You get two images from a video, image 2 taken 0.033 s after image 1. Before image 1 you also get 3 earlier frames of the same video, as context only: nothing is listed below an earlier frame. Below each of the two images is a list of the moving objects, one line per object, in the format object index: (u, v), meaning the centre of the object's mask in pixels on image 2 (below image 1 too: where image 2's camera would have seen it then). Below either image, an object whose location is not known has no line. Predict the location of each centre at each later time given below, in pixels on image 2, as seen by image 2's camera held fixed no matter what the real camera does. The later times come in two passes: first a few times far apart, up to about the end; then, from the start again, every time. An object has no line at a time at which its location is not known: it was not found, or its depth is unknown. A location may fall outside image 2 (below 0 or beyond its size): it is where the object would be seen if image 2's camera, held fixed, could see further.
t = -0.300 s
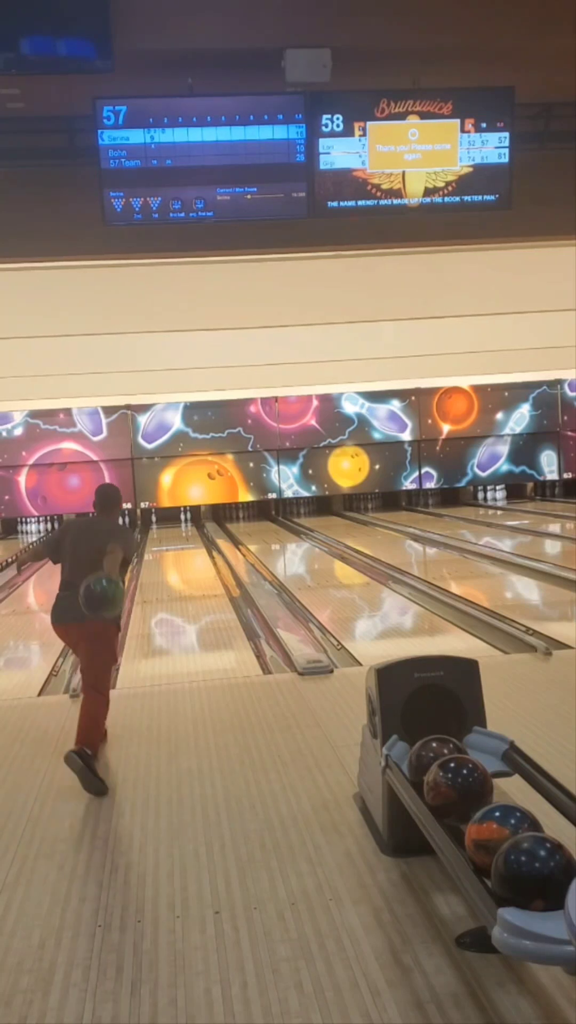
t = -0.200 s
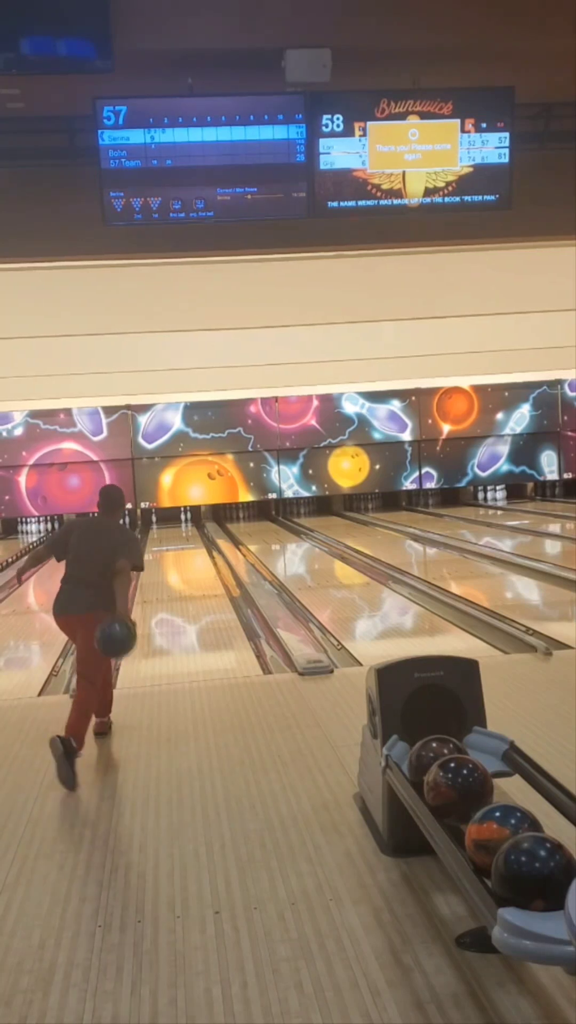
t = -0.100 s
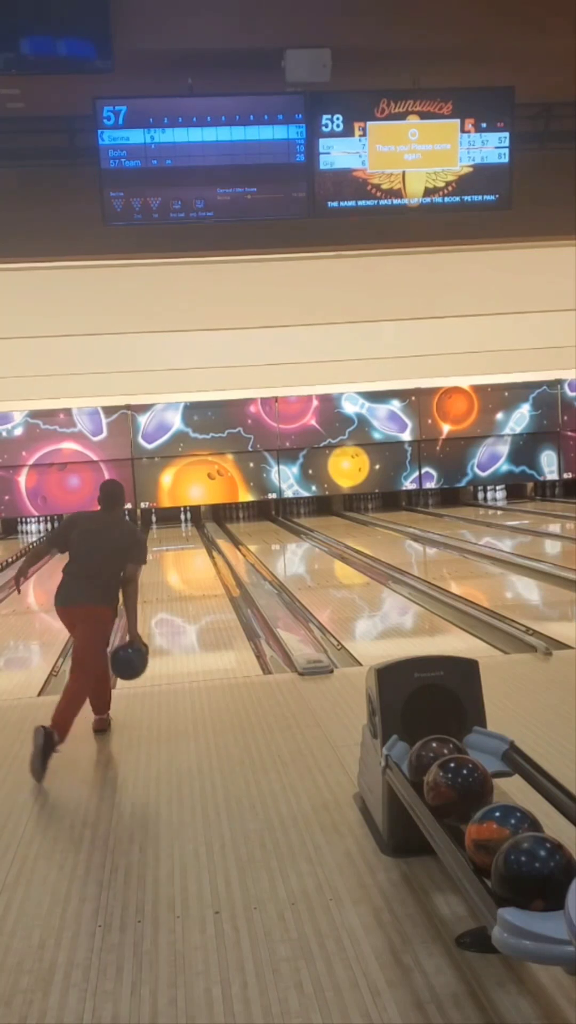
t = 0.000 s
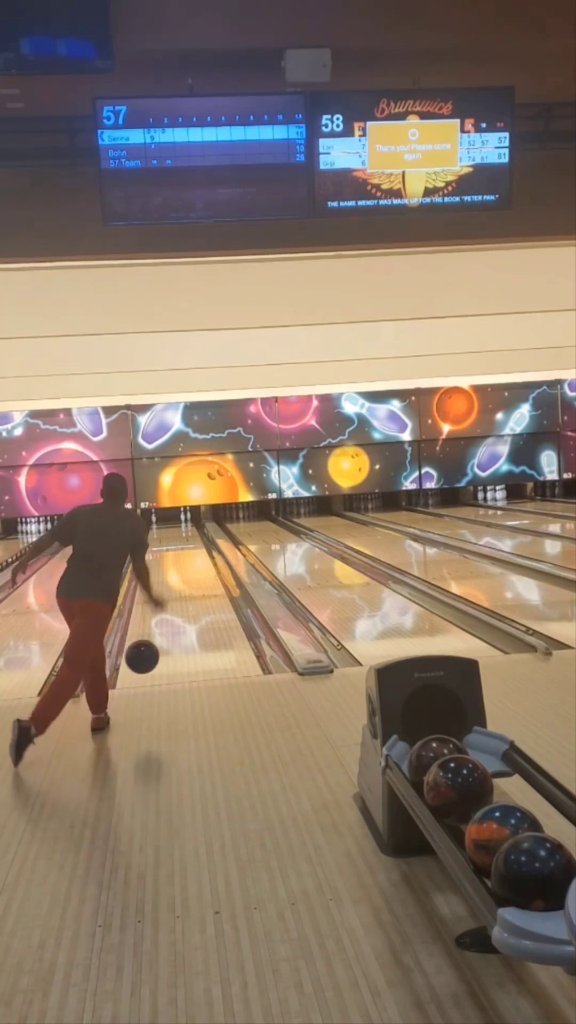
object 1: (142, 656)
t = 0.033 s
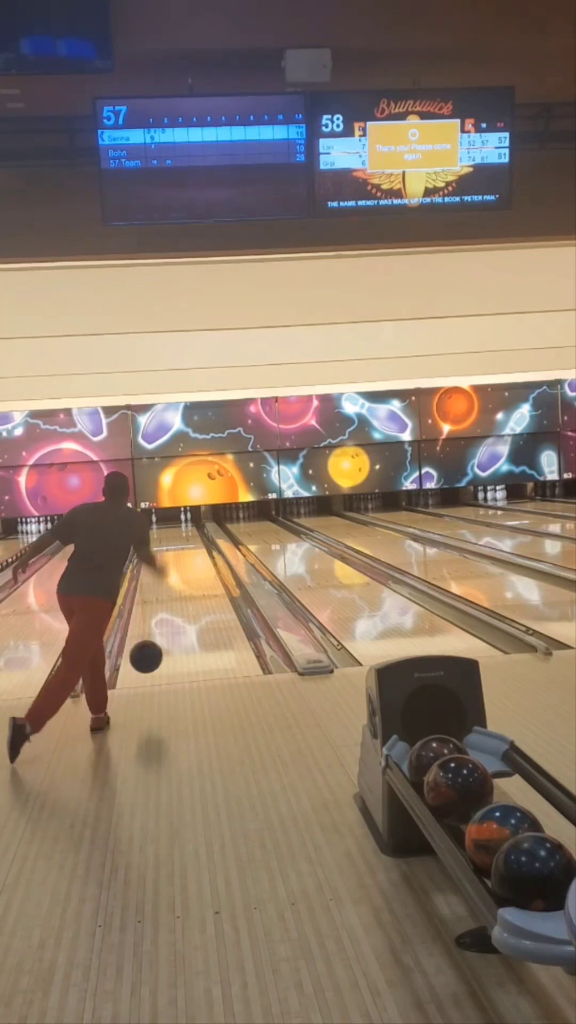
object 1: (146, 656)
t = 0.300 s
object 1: (166, 636)
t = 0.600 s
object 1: (180, 601)
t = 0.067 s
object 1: (149, 658)
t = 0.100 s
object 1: (153, 661)
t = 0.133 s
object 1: (156, 664)
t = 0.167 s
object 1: (158, 657)
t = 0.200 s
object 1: (161, 650)
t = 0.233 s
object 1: (163, 645)
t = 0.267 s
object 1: (165, 642)
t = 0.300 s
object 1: (166, 636)
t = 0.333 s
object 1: (168, 631)
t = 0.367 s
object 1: (170, 627)
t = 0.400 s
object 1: (172, 622)
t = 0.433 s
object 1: (173, 618)
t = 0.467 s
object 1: (175, 614)
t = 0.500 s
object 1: (176, 611)
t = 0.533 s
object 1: (177, 607)
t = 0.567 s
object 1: (179, 604)
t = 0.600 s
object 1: (180, 601)
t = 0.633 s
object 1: (181, 598)
